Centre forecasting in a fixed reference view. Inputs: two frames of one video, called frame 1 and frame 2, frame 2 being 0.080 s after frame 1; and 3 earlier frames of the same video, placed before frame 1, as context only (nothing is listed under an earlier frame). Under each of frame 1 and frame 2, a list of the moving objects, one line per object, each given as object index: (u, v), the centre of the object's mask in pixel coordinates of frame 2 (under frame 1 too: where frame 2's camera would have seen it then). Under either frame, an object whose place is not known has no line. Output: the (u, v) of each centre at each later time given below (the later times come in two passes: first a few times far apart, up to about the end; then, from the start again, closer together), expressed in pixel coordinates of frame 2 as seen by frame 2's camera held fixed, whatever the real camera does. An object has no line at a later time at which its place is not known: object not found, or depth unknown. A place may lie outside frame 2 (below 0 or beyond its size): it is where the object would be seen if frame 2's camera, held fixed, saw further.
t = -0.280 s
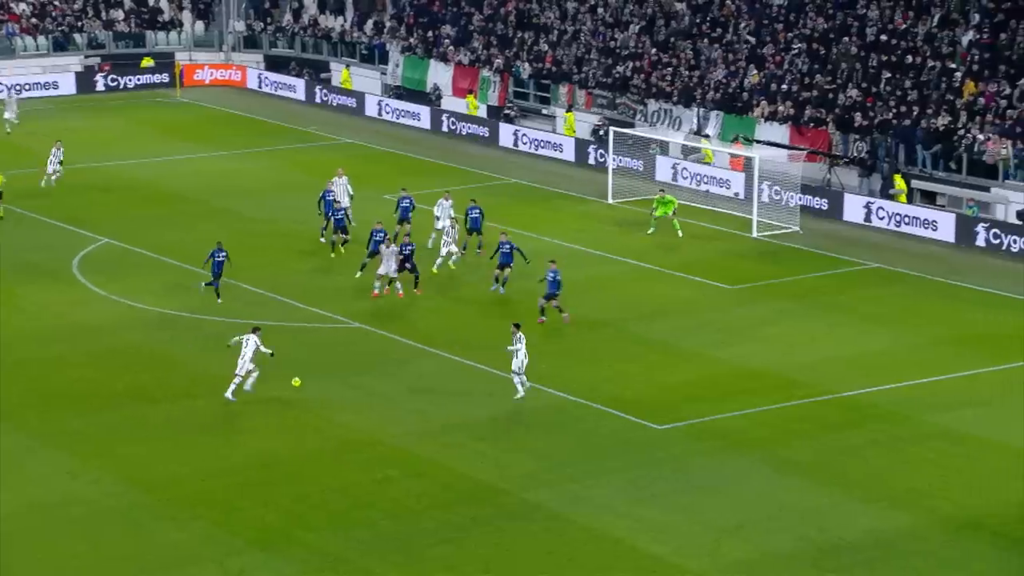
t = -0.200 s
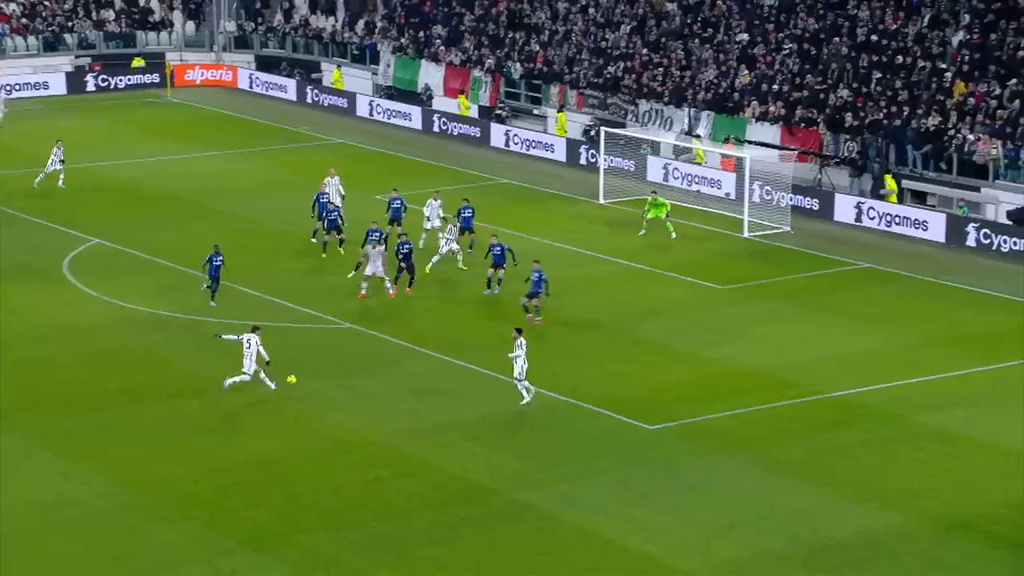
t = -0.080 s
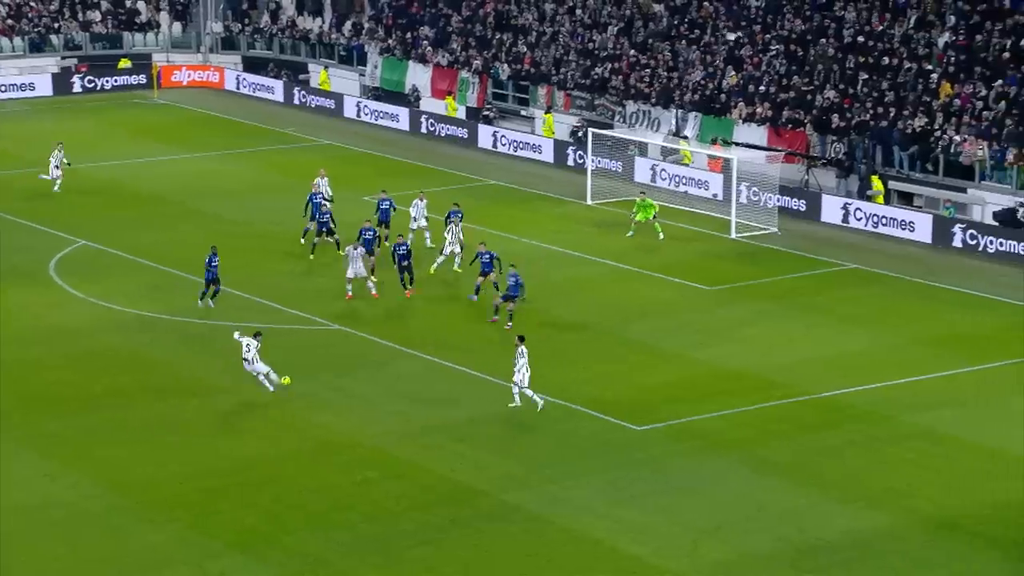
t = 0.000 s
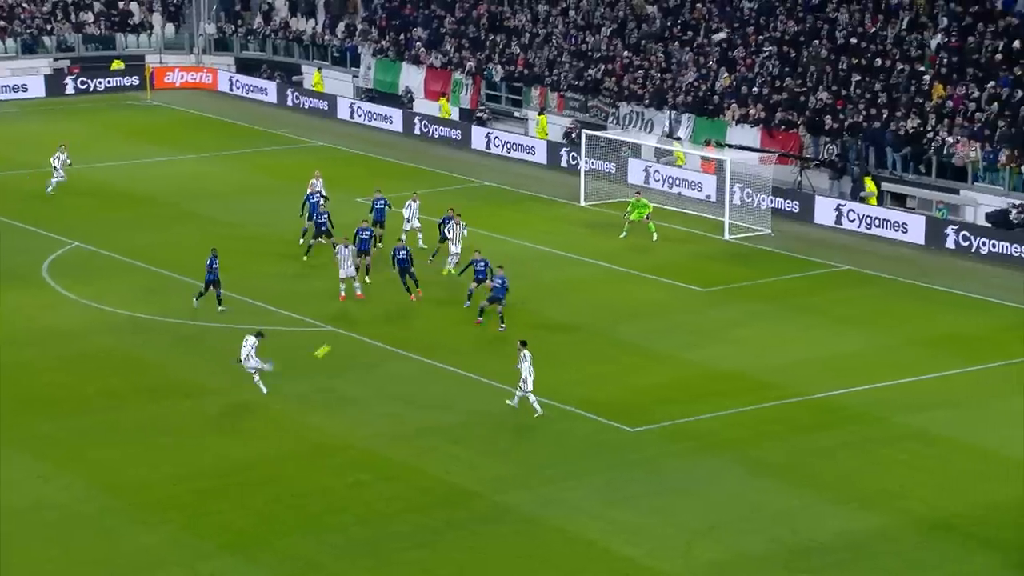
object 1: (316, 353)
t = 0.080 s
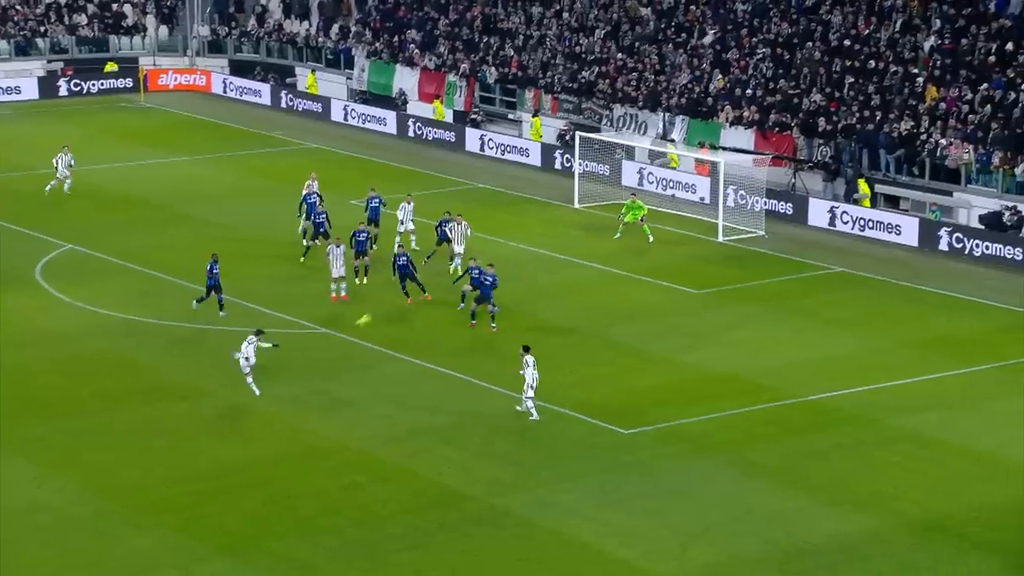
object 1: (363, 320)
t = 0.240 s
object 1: (453, 264)
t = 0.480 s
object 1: (570, 200)
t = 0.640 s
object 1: (642, 169)
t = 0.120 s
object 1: (387, 305)
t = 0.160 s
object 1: (409, 291)
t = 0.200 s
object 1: (431, 277)
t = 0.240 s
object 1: (453, 264)
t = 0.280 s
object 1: (473, 253)
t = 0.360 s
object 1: (513, 229)
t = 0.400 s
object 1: (532, 219)
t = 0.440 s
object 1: (552, 209)
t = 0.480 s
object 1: (570, 200)
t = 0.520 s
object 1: (589, 191)
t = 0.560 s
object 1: (607, 183)
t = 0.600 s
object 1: (624, 175)
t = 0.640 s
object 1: (642, 169)
